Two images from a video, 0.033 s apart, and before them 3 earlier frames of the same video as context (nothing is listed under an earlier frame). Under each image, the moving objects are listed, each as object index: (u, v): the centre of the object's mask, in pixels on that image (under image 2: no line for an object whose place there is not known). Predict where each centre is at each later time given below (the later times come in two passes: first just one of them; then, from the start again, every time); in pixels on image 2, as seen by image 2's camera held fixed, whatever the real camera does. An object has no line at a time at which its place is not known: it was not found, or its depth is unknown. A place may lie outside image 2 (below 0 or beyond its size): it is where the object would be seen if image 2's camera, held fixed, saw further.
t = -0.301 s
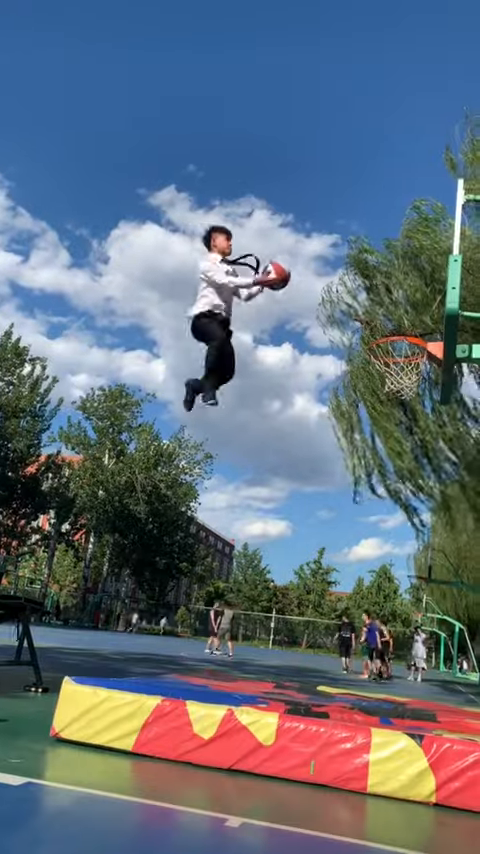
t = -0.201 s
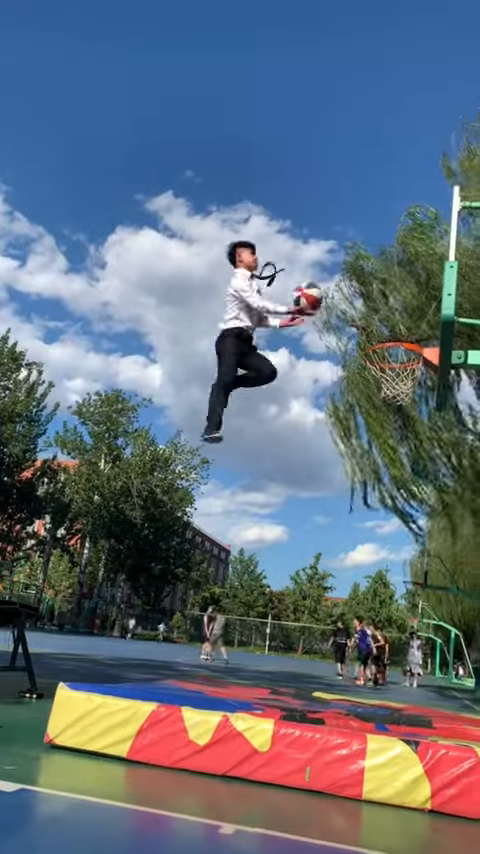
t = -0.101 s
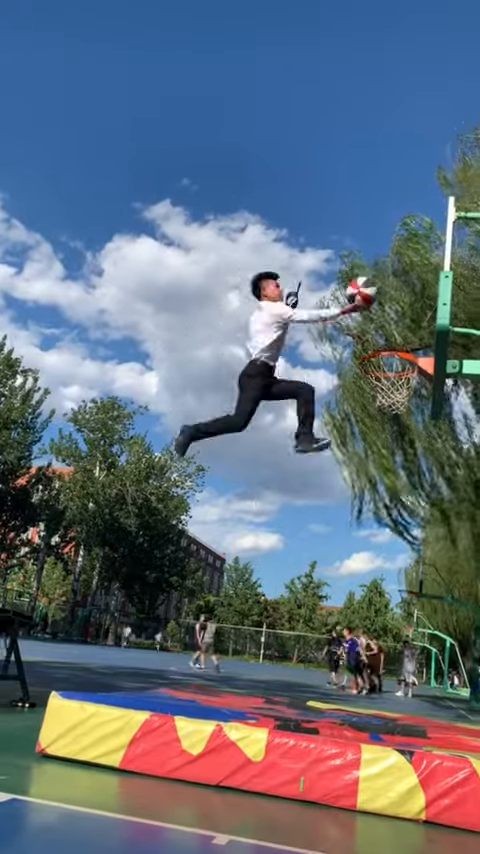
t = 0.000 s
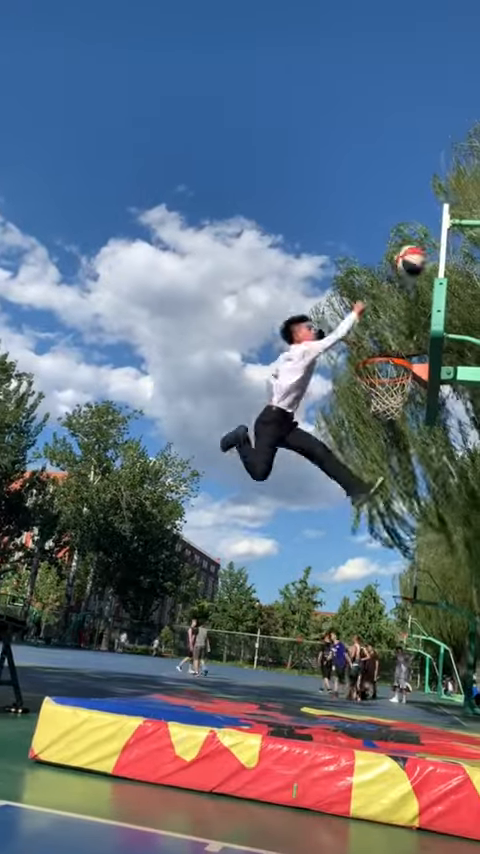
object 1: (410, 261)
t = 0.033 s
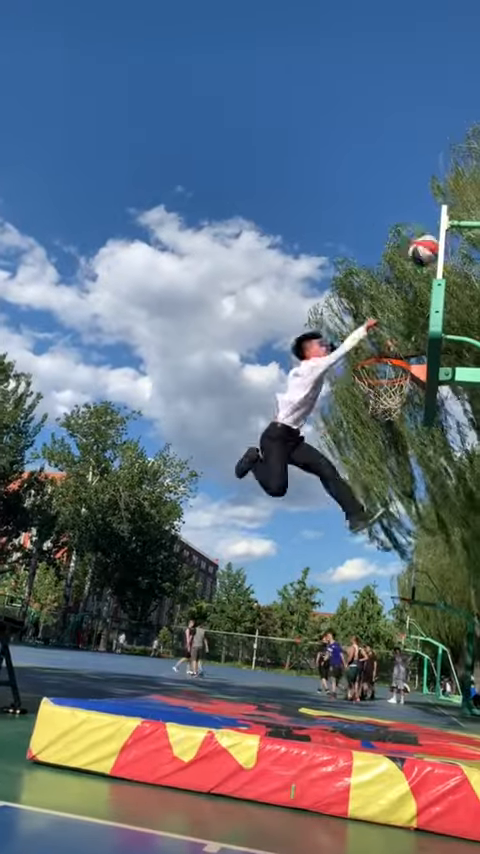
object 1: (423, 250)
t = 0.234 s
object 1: (364, 212)
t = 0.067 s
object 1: (415, 241)
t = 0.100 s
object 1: (405, 233)
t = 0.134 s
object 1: (395, 225)
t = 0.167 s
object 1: (384, 220)
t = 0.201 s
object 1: (373, 215)
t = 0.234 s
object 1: (364, 212)
